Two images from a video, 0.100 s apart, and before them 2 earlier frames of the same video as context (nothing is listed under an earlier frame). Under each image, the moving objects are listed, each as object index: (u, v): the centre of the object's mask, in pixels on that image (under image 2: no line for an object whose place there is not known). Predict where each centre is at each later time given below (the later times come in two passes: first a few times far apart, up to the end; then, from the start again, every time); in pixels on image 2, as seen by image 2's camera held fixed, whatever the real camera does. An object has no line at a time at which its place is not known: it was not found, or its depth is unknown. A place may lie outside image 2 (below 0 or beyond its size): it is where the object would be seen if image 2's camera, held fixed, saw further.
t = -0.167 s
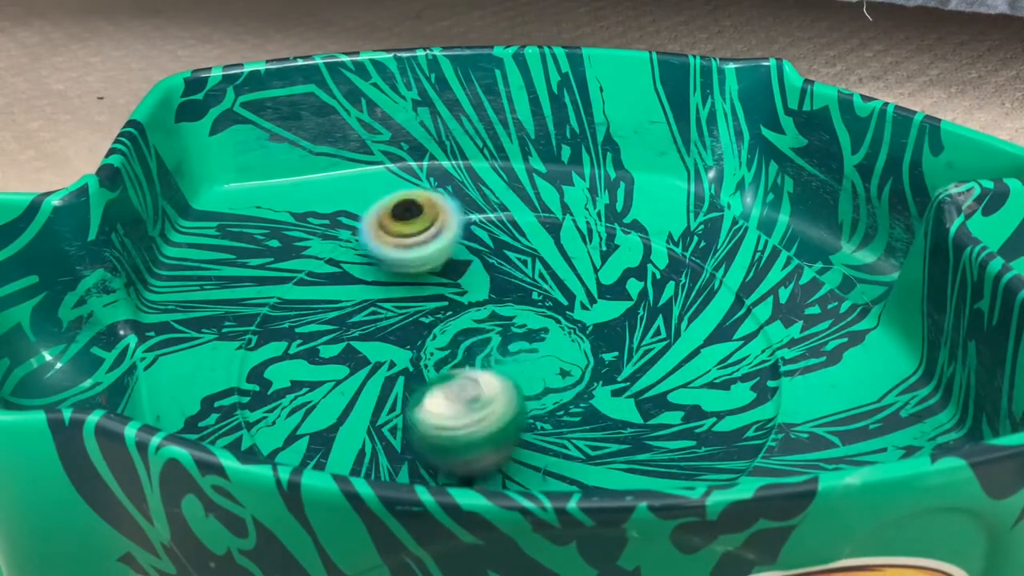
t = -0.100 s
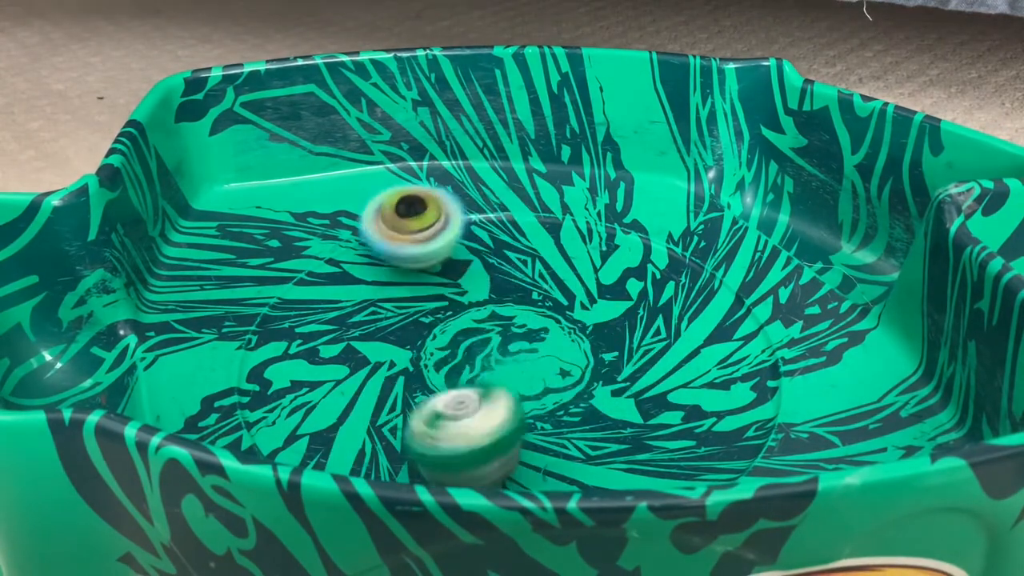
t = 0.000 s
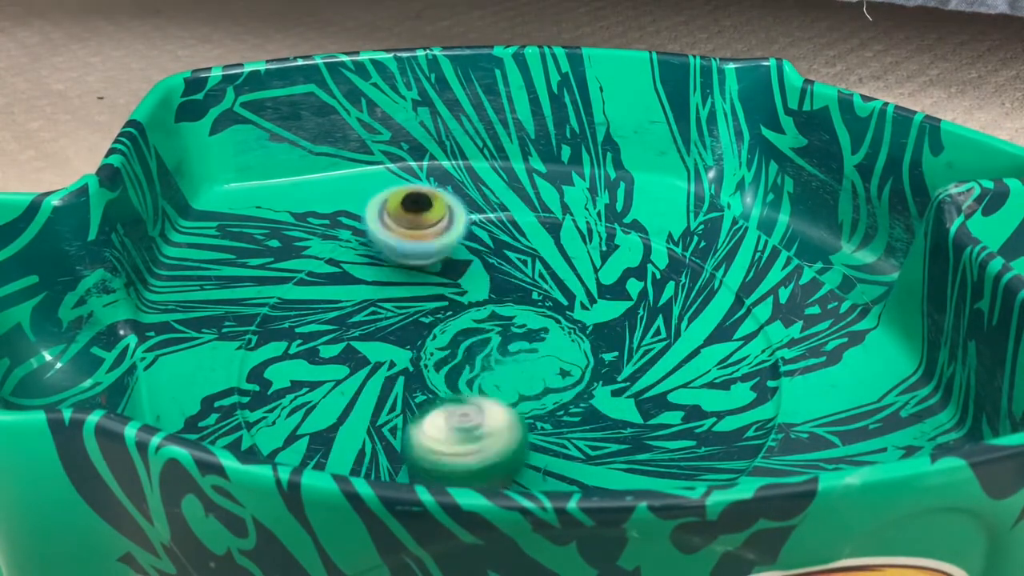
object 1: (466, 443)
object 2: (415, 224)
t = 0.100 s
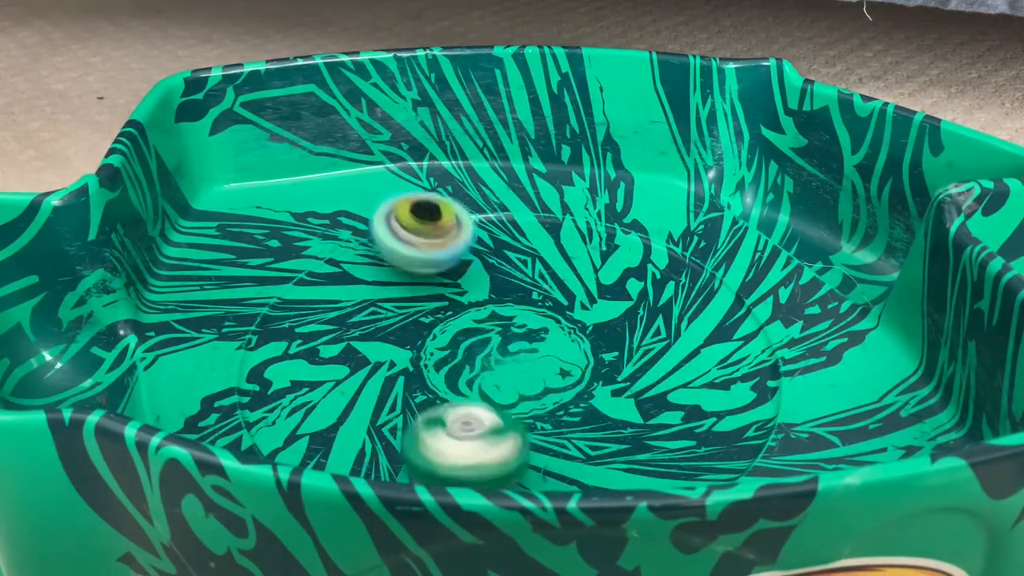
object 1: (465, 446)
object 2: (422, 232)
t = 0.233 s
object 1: (471, 443)
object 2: (443, 251)
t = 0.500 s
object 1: (499, 383)
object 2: (544, 306)
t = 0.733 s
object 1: (500, 386)
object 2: (684, 284)
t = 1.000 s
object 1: (530, 350)
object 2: (700, 274)
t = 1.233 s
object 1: (492, 306)
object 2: (605, 304)
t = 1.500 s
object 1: (446, 276)
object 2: (580, 348)
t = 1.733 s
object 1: (433, 285)
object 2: (591, 359)
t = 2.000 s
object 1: (472, 323)
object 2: (579, 353)
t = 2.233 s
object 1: (460, 347)
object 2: (598, 352)
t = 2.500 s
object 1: (467, 371)
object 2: (601, 335)
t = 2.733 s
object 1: (437, 374)
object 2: (597, 309)
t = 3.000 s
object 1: (438, 360)
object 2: (542, 299)
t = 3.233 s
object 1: (423, 360)
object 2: (539, 301)
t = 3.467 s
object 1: (440, 346)
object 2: (576, 315)
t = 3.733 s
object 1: (421, 326)
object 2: (653, 310)
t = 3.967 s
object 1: (447, 313)
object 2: (638, 311)
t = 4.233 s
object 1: (416, 303)
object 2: (609, 351)
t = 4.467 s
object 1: (396, 305)
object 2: (642, 371)
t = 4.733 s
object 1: (476, 330)
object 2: (609, 376)
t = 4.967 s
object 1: (542, 334)
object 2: (632, 394)
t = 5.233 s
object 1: (542, 334)
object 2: (607, 405)
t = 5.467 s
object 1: (542, 333)
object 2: (607, 406)
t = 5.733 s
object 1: (541, 333)
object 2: (608, 405)
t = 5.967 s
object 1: (541, 333)
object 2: (608, 405)
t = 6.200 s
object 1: (541, 333)
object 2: (608, 405)
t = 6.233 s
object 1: (541, 333)
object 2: (608, 405)
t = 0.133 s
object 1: (466, 447)
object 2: (427, 237)
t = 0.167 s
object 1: (467, 446)
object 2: (432, 242)
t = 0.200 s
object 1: (468, 445)
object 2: (437, 246)
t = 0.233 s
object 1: (471, 443)
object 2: (443, 251)
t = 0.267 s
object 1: (475, 439)
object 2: (449, 255)
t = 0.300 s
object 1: (477, 434)
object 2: (456, 259)
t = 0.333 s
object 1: (481, 425)
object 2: (467, 267)
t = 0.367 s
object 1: (484, 417)
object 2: (481, 276)
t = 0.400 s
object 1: (486, 407)
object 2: (495, 285)
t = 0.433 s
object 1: (491, 399)
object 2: (509, 293)
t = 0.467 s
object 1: (495, 390)
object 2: (525, 301)
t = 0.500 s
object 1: (499, 383)
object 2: (544, 306)
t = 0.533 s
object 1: (503, 377)
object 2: (563, 312)
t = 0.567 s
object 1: (497, 379)
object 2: (584, 311)
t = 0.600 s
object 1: (493, 385)
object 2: (603, 307)
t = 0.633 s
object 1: (492, 386)
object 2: (627, 300)
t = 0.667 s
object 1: (492, 387)
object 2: (648, 294)
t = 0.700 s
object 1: (495, 386)
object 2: (669, 288)
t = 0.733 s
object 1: (500, 386)
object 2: (684, 284)
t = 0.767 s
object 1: (505, 384)
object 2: (697, 278)
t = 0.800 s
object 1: (508, 382)
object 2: (703, 274)
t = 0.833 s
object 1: (514, 378)
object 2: (712, 269)
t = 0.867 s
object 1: (519, 376)
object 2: (714, 266)
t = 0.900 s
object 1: (523, 369)
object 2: (711, 265)
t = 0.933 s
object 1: (527, 363)
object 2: (707, 267)
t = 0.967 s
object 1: (527, 357)
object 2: (703, 269)
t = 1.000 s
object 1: (530, 350)
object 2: (700, 274)
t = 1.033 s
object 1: (529, 345)
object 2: (689, 275)
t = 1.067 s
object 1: (528, 336)
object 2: (672, 278)
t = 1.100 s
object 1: (526, 330)
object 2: (659, 282)
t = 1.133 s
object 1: (524, 325)
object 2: (641, 287)
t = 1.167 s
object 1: (519, 318)
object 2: (628, 294)
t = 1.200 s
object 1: (505, 312)
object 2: (616, 299)
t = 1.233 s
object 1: (492, 306)
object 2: (605, 304)
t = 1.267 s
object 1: (483, 301)
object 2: (600, 310)
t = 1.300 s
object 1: (479, 298)
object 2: (595, 316)
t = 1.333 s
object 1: (473, 295)
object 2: (592, 320)
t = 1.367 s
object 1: (468, 290)
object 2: (591, 324)
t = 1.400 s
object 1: (462, 286)
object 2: (585, 331)
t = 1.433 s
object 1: (457, 282)
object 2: (582, 338)
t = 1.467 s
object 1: (451, 279)
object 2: (580, 343)
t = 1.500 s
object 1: (446, 276)
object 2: (580, 348)
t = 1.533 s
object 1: (441, 275)
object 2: (582, 351)
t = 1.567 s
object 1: (438, 274)
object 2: (583, 353)
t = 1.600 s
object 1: (434, 275)
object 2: (585, 356)
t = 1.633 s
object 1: (432, 276)
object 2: (589, 359)
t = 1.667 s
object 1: (430, 278)
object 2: (592, 361)
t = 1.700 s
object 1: (431, 281)
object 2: (591, 360)
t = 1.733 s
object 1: (433, 285)
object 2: (591, 359)
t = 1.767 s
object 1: (436, 289)
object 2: (590, 360)
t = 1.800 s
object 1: (441, 294)
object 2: (589, 361)
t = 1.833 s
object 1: (445, 300)
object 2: (589, 361)
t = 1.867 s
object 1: (451, 304)
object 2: (592, 360)
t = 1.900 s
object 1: (457, 310)
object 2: (591, 356)
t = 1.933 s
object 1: (462, 314)
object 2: (587, 354)
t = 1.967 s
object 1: (468, 319)
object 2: (581, 352)
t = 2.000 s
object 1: (472, 323)
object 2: (579, 353)
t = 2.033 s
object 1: (473, 326)
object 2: (584, 353)
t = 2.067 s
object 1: (475, 330)
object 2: (586, 351)
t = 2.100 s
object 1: (471, 332)
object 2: (594, 351)
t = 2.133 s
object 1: (468, 335)
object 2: (598, 350)
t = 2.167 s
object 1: (464, 339)
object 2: (598, 350)
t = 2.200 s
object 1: (462, 343)
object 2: (597, 351)
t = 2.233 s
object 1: (460, 347)
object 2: (598, 352)
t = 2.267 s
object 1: (460, 351)
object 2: (601, 351)
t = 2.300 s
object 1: (461, 355)
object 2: (602, 350)
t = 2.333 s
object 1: (463, 358)
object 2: (601, 349)
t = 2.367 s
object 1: (466, 362)
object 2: (599, 348)
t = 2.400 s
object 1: (470, 364)
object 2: (598, 346)
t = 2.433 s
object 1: (473, 366)
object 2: (596, 343)
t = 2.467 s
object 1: (472, 369)
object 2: (597, 339)
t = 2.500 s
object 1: (467, 371)
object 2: (601, 335)
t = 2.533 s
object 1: (461, 373)
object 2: (601, 332)
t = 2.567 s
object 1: (453, 374)
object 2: (602, 327)
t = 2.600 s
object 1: (446, 375)
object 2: (608, 322)
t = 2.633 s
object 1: (440, 376)
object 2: (605, 318)
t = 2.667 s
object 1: (439, 375)
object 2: (604, 315)
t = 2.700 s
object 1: (437, 374)
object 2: (600, 314)
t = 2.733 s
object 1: (437, 374)
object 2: (597, 309)
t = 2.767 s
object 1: (437, 371)
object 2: (587, 304)
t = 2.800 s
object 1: (439, 370)
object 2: (579, 304)
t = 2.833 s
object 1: (441, 368)
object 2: (573, 306)
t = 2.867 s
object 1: (444, 365)
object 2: (565, 305)
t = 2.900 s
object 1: (448, 361)
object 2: (552, 303)
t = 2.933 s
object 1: (452, 356)
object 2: (543, 306)
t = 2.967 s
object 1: (444, 357)
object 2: (543, 303)
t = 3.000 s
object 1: (438, 360)
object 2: (542, 299)
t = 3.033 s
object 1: (432, 361)
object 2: (541, 297)
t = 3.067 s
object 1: (429, 361)
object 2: (539, 297)
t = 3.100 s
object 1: (425, 362)
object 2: (539, 297)
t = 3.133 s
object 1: (425, 362)
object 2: (541, 298)
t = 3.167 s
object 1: (423, 361)
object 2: (541, 298)
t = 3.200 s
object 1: (424, 361)
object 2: (541, 299)
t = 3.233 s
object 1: (423, 360)
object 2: (539, 301)
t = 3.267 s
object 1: (427, 358)
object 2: (541, 303)
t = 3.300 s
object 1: (429, 356)
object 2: (542, 305)
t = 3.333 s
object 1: (434, 354)
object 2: (543, 307)
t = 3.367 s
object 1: (439, 352)
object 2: (547, 308)
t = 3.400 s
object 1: (443, 349)
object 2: (550, 311)
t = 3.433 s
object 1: (447, 347)
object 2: (556, 314)
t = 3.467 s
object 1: (440, 346)
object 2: (576, 315)
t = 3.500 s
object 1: (438, 344)
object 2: (587, 315)
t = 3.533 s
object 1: (434, 342)
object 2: (604, 315)
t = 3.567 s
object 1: (429, 340)
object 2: (620, 316)
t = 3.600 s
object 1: (425, 337)
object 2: (632, 314)
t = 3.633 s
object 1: (423, 334)
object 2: (644, 313)
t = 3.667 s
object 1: (421, 331)
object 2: (649, 313)
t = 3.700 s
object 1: (421, 328)
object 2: (652, 312)
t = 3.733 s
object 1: (421, 326)
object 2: (653, 310)
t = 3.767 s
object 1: (423, 323)
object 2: (660, 307)
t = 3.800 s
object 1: (425, 320)
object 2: (664, 306)
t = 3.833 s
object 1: (427, 318)
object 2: (660, 304)
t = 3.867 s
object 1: (431, 316)
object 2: (657, 305)
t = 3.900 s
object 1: (437, 315)
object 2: (650, 308)
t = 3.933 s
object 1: (440, 313)
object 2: (648, 310)
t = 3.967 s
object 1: (447, 313)
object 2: (638, 311)
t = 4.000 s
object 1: (453, 311)
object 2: (627, 311)
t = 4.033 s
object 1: (459, 312)
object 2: (616, 317)
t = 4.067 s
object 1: (465, 311)
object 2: (609, 320)
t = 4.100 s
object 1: (470, 312)
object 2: (596, 324)
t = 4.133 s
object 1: (472, 313)
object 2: (583, 327)
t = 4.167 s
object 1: (452, 310)
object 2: (601, 339)
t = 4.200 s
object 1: (434, 306)
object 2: (607, 345)
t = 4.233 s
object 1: (416, 303)
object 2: (609, 351)
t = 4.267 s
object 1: (400, 302)
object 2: (618, 357)
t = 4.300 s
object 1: (394, 301)
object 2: (622, 362)
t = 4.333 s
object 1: (393, 300)
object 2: (627, 366)
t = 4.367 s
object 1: (393, 301)
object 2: (634, 367)
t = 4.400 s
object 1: (394, 304)
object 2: (638, 367)
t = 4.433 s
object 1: (395, 303)
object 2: (638, 370)
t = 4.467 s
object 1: (396, 305)
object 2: (642, 371)
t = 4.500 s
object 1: (398, 306)
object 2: (642, 372)
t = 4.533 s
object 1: (401, 311)
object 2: (639, 373)
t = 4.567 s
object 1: (408, 315)
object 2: (637, 372)
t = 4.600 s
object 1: (418, 317)
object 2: (632, 371)
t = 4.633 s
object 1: (429, 321)
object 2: (625, 371)
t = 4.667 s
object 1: (446, 324)
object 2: (621, 372)
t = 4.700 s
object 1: (459, 328)
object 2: (615, 374)
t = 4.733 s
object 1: (476, 330)
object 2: (609, 376)
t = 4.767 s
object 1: (499, 334)
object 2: (606, 380)
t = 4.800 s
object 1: (512, 340)
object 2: (607, 383)
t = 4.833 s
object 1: (523, 341)
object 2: (610, 386)
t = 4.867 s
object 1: (529, 339)
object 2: (618, 391)
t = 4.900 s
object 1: (535, 337)
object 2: (624, 393)
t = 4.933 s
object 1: (538, 336)
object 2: (632, 395)
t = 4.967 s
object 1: (542, 334)
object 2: (632, 394)
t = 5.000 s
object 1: (543, 336)
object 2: (630, 396)
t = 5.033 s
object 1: (541, 335)
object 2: (627, 395)
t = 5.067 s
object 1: (541, 335)
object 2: (622, 397)
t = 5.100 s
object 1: (542, 335)
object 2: (617, 401)
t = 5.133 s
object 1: (542, 334)
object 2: (615, 402)
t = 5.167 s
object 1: (542, 334)
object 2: (612, 403)
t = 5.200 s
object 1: (542, 334)
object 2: (609, 405)
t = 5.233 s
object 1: (542, 334)
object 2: (607, 405)
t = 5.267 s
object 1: (542, 334)
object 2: (607, 406)
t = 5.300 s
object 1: (542, 334)
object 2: (607, 406)
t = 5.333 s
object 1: (542, 333)
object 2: (608, 405)
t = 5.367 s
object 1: (542, 333)
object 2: (608, 405)
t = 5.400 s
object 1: (542, 333)
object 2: (607, 405)
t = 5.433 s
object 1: (542, 333)
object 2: (607, 406)
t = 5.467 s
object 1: (542, 333)
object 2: (607, 406)
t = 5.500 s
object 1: (541, 333)
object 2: (607, 405)
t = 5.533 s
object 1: (541, 333)
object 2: (608, 405)
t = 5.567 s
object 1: (541, 333)
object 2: (608, 405)
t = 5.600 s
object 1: (541, 333)
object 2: (608, 405)
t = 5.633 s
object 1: (541, 333)
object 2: (608, 405)
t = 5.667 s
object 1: (541, 333)
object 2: (608, 405)
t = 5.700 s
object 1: (541, 333)
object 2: (608, 405)
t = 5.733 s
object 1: (541, 333)
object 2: (608, 405)
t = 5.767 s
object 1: (541, 333)
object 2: (608, 405)
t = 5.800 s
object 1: (541, 333)
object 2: (608, 405)
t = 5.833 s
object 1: (541, 333)
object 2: (608, 405)
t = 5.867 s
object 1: (541, 333)
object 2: (608, 405)
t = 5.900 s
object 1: (541, 333)
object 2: (608, 405)
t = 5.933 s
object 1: (541, 333)
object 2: (608, 405)
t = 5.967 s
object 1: (541, 333)
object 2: (608, 405)
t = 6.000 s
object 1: (541, 333)
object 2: (608, 405)
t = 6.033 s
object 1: (541, 333)
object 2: (608, 405)
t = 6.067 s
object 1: (541, 333)
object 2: (608, 405)
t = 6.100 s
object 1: (541, 333)
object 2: (608, 405)
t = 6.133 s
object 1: (541, 333)
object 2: (608, 405)
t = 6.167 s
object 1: (541, 333)
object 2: (608, 405)
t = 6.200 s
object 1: (541, 333)
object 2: (608, 405)
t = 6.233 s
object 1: (541, 333)
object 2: (608, 405)
